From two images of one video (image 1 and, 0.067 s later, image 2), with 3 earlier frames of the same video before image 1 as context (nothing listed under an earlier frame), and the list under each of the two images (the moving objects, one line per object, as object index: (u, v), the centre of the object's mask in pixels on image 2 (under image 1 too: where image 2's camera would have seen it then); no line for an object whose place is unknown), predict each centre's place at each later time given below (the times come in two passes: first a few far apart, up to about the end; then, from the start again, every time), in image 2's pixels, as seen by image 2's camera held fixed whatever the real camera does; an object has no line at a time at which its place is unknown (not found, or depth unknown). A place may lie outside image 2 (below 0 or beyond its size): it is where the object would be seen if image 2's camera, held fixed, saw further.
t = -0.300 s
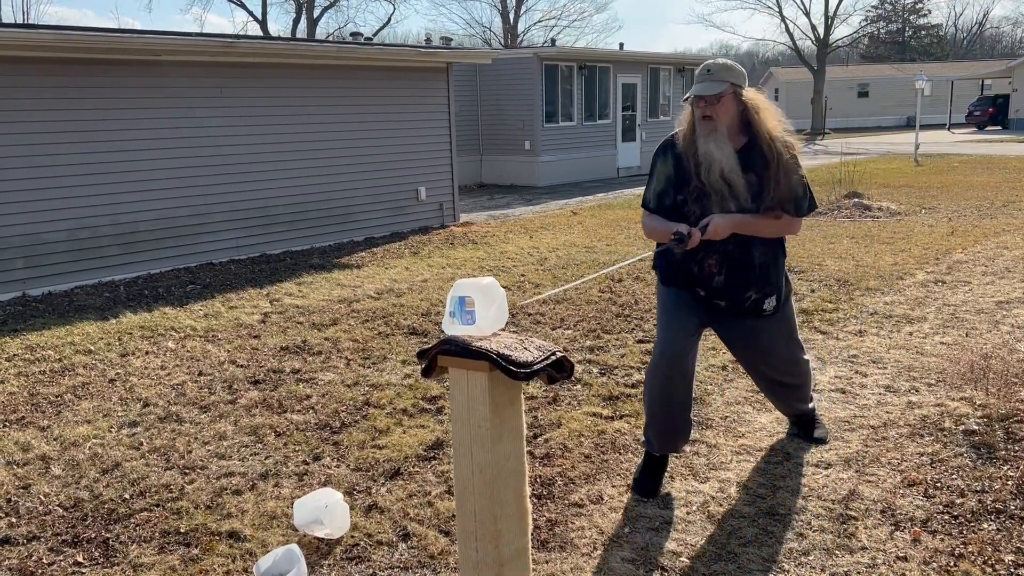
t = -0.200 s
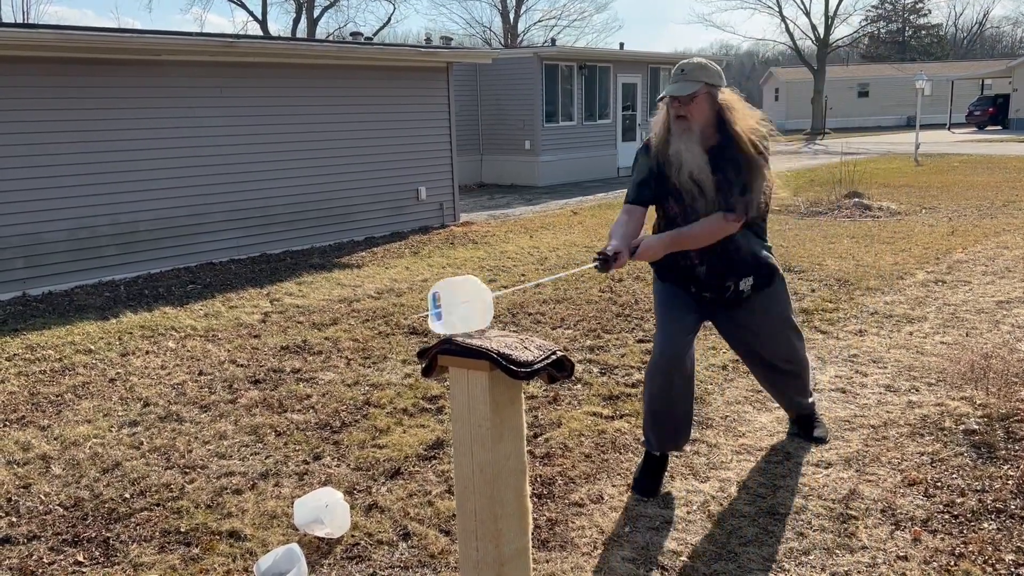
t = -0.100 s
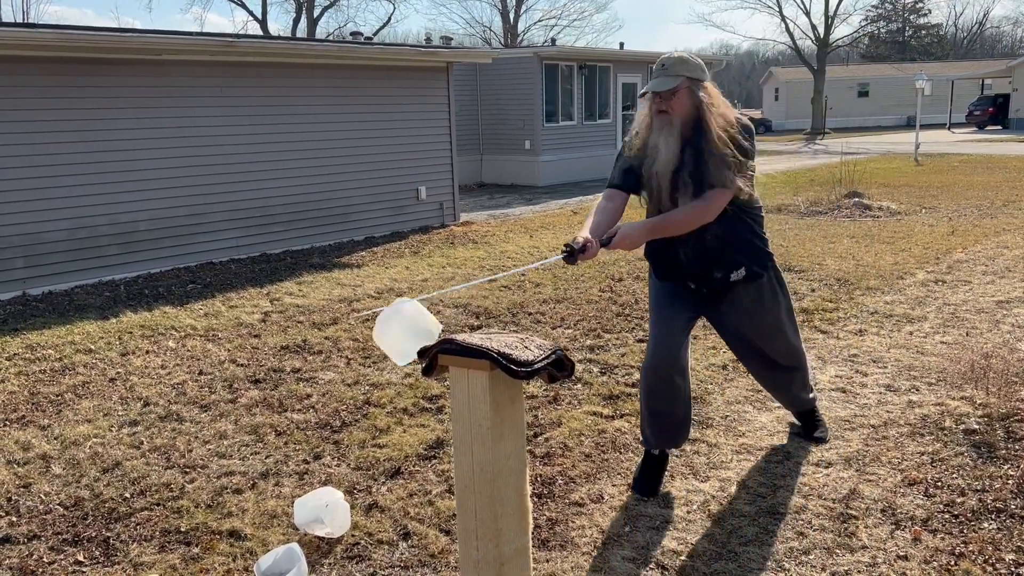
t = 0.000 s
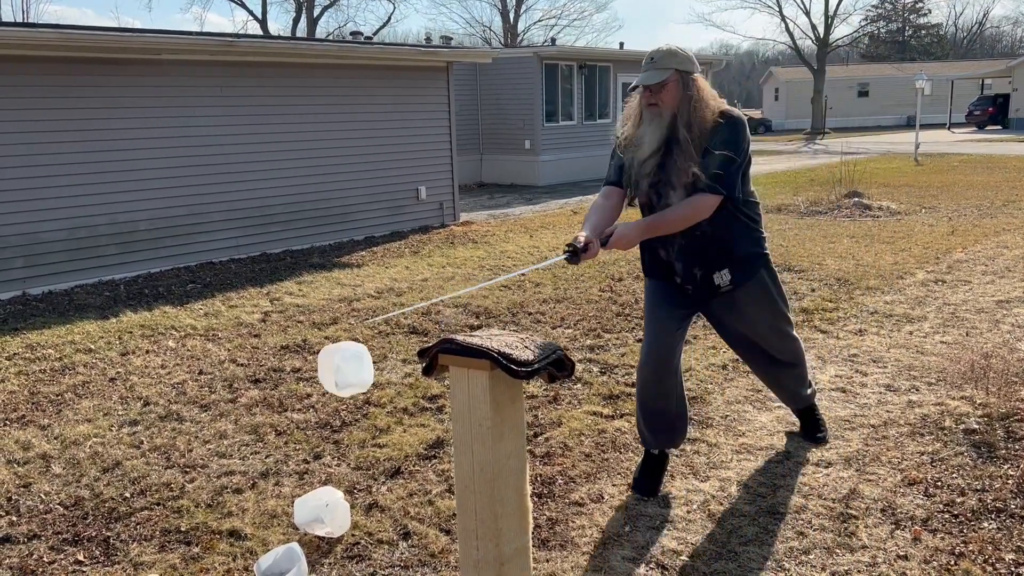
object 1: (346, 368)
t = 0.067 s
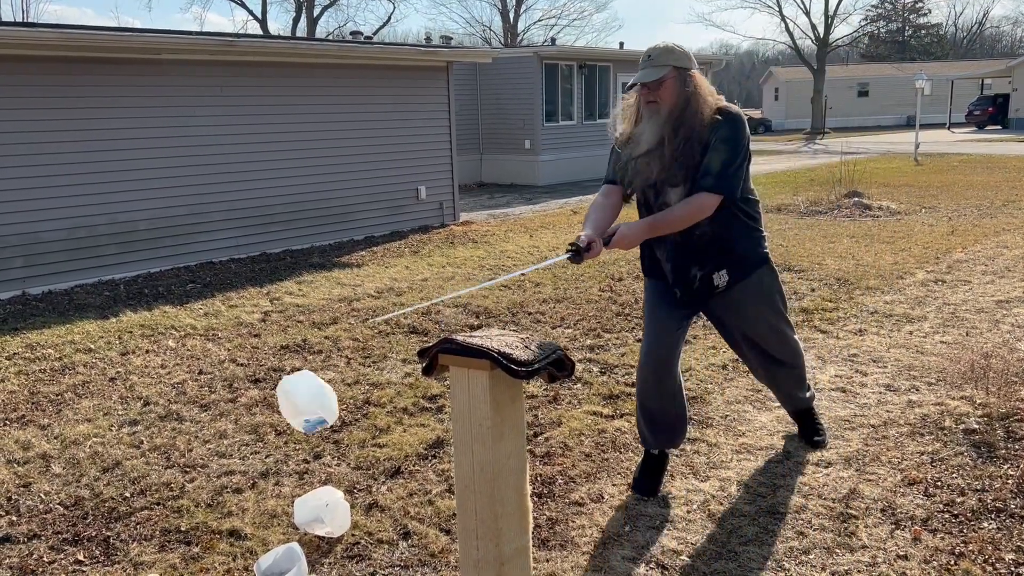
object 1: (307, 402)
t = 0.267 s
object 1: (234, 515)
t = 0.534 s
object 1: (129, 531)
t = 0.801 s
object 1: (48, 557)
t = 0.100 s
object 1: (291, 423)
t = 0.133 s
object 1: (277, 446)
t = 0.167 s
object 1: (265, 473)
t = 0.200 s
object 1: (254, 498)
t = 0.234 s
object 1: (244, 520)
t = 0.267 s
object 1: (234, 515)
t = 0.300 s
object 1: (222, 507)
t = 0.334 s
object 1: (208, 503)
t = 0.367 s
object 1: (195, 503)
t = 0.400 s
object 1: (181, 506)
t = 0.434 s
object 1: (168, 511)
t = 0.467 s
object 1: (154, 520)
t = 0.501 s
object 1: (141, 528)
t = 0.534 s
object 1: (129, 531)
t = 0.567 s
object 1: (117, 534)
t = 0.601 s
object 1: (106, 540)
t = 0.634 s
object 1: (95, 547)
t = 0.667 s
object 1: (85, 550)
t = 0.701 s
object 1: (74, 551)
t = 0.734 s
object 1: (65, 552)
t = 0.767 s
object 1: (56, 554)
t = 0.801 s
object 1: (48, 557)
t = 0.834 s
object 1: (41, 559)
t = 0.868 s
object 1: (37, 558)
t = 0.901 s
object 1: (33, 558)
